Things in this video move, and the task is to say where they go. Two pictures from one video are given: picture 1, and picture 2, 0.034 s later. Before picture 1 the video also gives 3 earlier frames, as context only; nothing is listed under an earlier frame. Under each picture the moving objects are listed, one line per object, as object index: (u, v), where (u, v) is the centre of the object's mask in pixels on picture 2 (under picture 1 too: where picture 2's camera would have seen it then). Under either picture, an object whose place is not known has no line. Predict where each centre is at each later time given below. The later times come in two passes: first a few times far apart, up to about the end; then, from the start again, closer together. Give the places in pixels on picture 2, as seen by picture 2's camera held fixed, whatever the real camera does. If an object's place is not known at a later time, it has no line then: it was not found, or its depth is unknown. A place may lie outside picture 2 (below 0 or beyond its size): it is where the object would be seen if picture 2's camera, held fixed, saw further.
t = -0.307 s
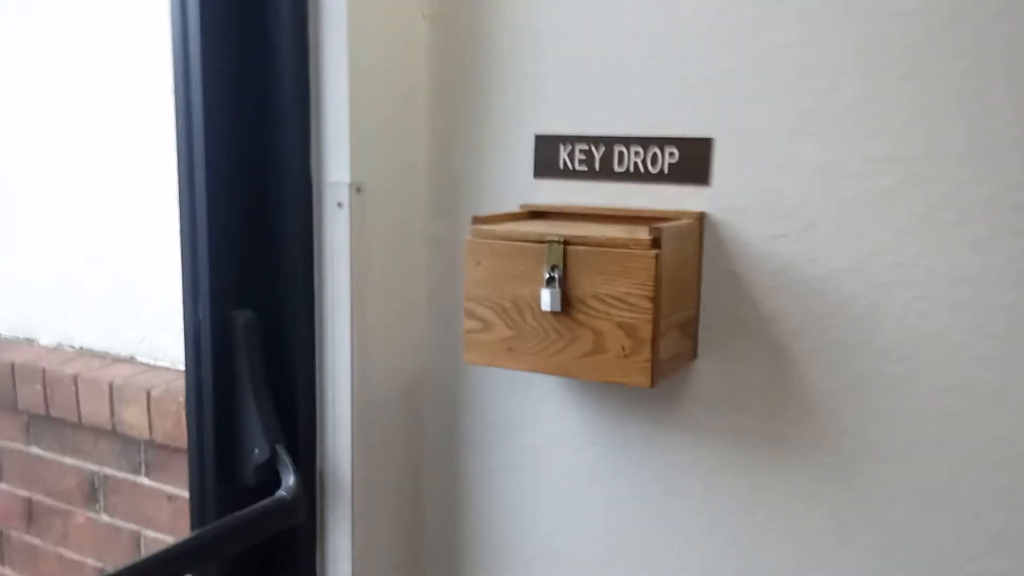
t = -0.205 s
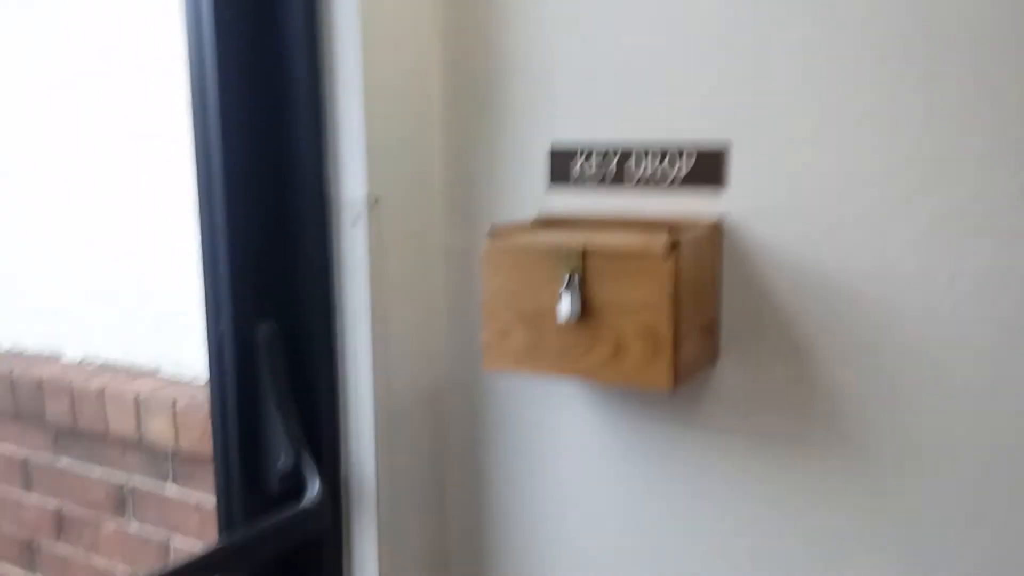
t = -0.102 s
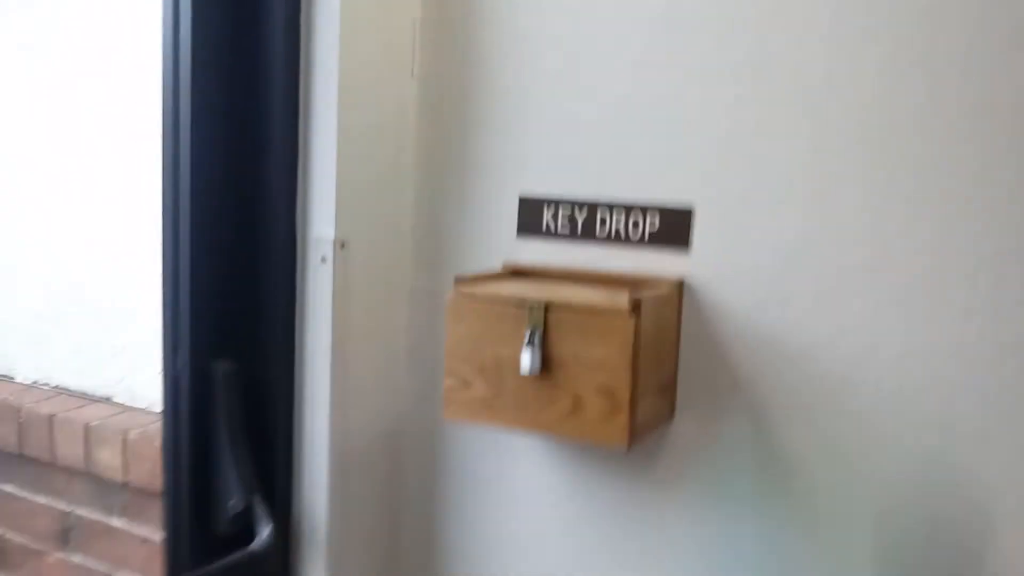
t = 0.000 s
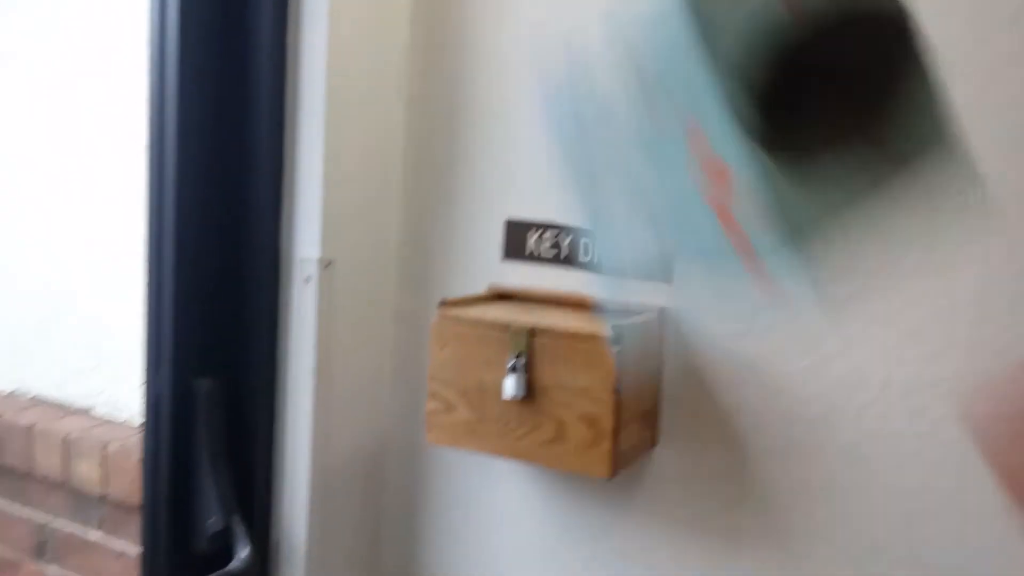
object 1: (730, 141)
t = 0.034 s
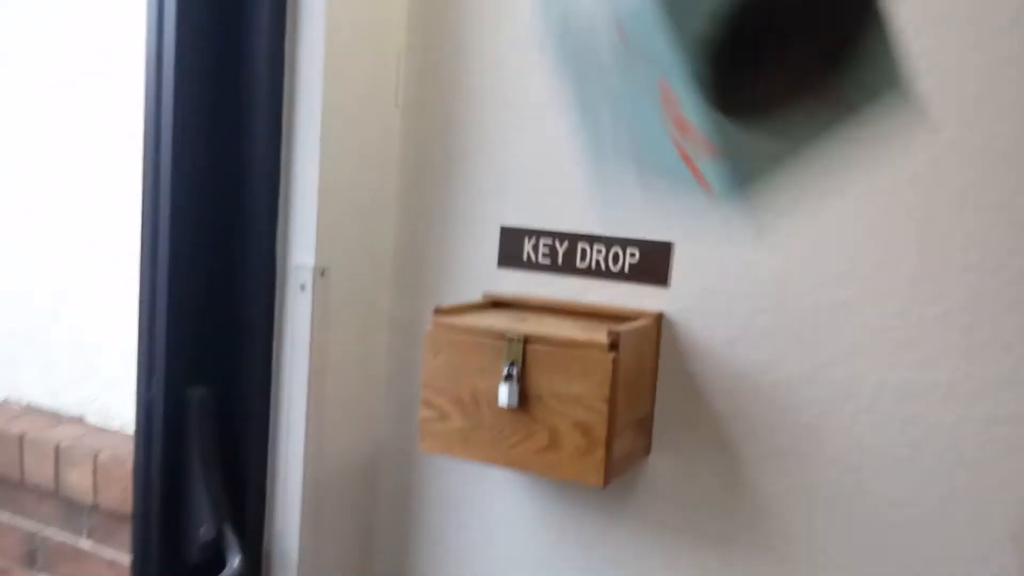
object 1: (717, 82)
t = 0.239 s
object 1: (612, 52)
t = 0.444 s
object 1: (562, 209)
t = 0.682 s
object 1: (539, 262)
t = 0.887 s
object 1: (538, 271)
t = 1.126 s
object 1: (538, 271)
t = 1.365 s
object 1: (538, 269)
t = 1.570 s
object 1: (540, 271)
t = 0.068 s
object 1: (711, 58)
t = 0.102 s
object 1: (705, 47)
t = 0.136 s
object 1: (683, 40)
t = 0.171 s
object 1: (650, 39)
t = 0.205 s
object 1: (622, 40)
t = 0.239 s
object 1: (612, 52)
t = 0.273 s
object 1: (607, 94)
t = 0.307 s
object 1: (597, 135)
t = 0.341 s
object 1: (588, 182)
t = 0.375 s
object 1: (578, 228)
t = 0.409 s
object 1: (570, 212)
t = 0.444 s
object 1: (562, 209)
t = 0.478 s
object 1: (553, 216)
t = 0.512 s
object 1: (541, 230)
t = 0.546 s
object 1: (522, 247)
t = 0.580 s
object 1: (523, 253)
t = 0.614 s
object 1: (533, 255)
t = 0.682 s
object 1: (539, 262)
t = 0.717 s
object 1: (539, 268)
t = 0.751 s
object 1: (540, 267)
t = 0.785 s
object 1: (541, 267)
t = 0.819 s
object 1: (541, 270)
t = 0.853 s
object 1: (539, 270)
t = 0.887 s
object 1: (538, 271)
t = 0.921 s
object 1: (537, 271)
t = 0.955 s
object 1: (537, 270)
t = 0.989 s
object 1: (538, 270)
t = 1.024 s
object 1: (539, 270)
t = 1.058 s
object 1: (539, 269)
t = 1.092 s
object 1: (538, 270)
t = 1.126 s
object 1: (538, 271)
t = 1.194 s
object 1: (538, 271)
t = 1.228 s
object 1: (537, 271)
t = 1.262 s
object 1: (539, 270)
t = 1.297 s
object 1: (539, 270)
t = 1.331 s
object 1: (538, 269)
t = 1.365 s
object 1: (538, 269)
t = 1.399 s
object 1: (539, 270)
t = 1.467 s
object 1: (540, 271)
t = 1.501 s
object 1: (540, 271)
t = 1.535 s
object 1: (541, 271)
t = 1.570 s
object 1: (540, 271)
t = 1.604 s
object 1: (541, 271)
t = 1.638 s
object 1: (541, 271)
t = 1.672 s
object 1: (541, 271)
